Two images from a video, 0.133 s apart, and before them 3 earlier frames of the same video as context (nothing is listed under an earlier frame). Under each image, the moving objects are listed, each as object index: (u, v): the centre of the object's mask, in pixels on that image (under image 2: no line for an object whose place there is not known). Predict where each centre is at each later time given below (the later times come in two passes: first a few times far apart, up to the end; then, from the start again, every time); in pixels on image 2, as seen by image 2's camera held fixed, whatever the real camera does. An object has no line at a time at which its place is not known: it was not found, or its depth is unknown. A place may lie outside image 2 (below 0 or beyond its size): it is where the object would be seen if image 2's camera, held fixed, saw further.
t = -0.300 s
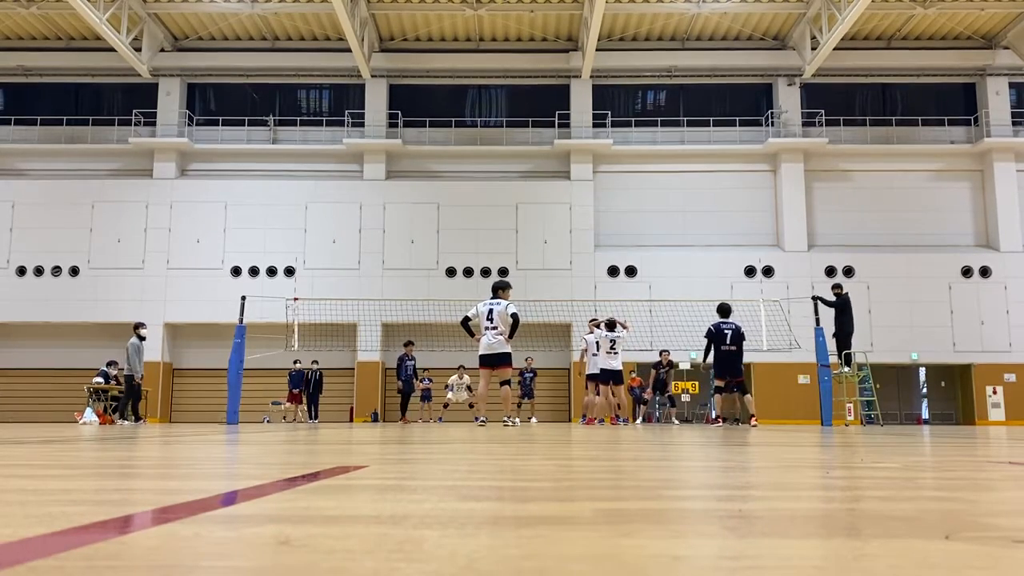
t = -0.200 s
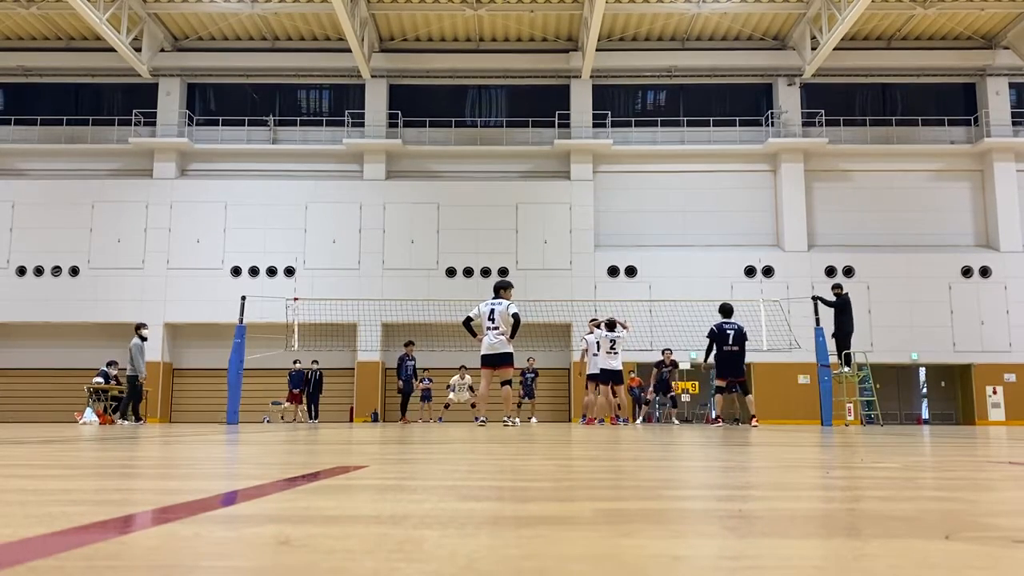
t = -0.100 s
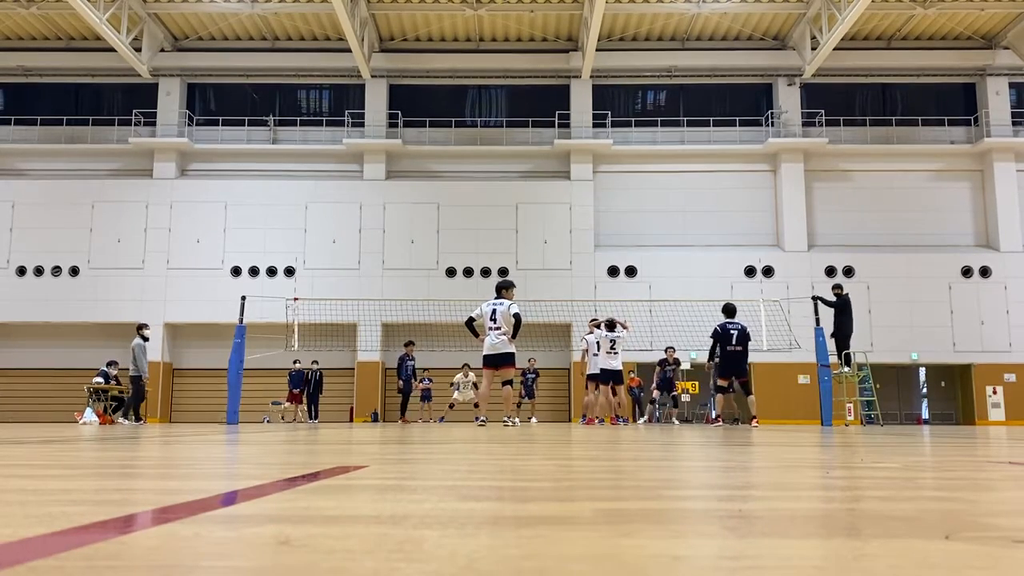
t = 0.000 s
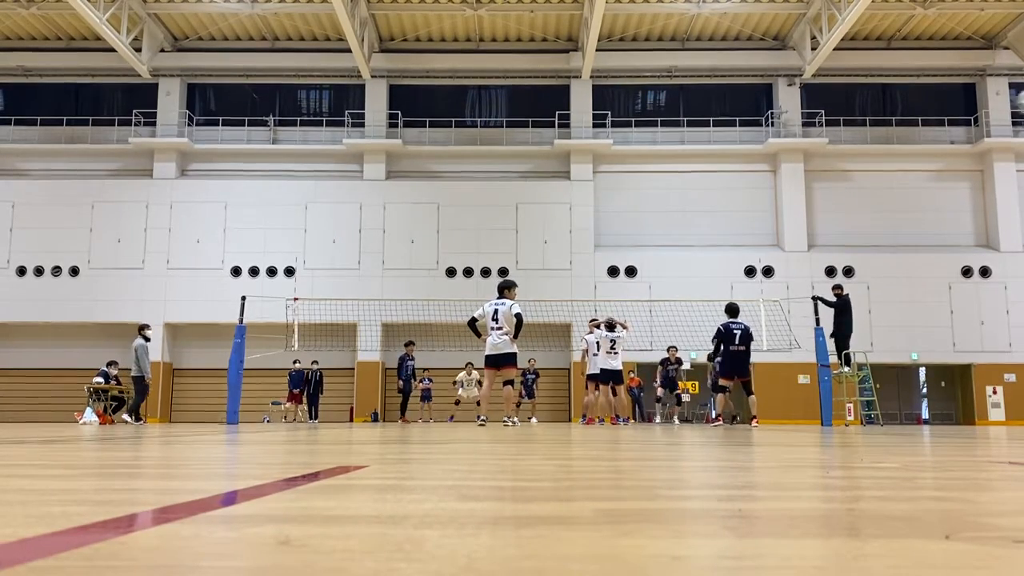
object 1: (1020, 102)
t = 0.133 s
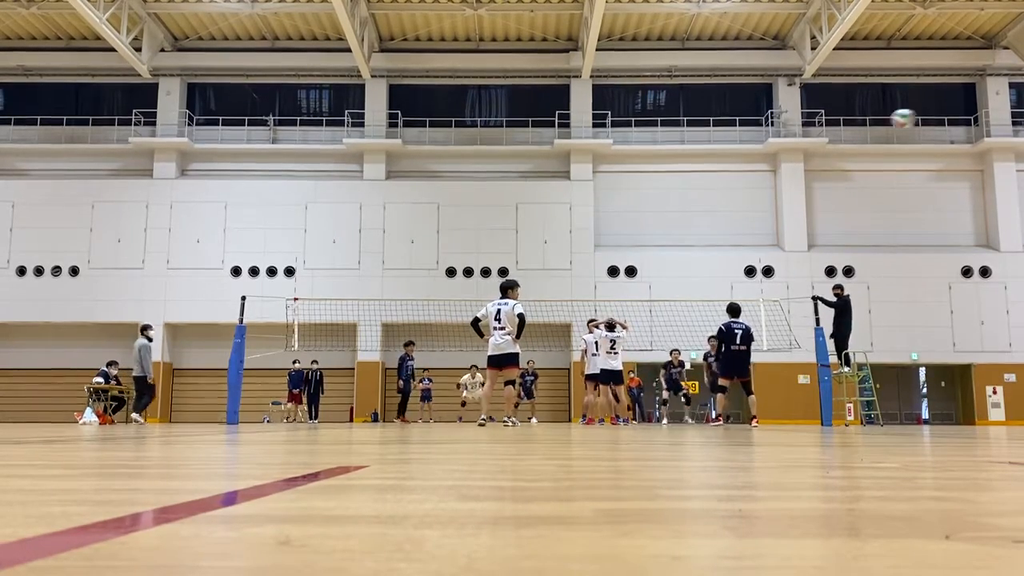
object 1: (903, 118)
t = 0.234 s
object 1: (841, 134)
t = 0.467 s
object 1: (751, 179)
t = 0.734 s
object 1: (690, 238)
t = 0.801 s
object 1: (678, 254)
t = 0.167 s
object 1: (881, 123)
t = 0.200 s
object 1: (860, 129)
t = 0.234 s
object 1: (841, 134)
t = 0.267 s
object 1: (825, 140)
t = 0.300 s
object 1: (811, 147)
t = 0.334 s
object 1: (796, 153)
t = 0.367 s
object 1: (784, 159)
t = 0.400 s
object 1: (772, 165)
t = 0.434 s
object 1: (761, 172)
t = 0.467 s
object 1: (751, 179)
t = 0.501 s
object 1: (742, 186)
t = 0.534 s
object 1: (734, 193)
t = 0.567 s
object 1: (726, 200)
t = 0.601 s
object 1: (718, 207)
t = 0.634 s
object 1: (711, 215)
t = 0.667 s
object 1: (703, 221)
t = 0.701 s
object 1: (696, 229)
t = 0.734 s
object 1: (690, 238)
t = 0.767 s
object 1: (684, 245)
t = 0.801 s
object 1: (678, 254)
